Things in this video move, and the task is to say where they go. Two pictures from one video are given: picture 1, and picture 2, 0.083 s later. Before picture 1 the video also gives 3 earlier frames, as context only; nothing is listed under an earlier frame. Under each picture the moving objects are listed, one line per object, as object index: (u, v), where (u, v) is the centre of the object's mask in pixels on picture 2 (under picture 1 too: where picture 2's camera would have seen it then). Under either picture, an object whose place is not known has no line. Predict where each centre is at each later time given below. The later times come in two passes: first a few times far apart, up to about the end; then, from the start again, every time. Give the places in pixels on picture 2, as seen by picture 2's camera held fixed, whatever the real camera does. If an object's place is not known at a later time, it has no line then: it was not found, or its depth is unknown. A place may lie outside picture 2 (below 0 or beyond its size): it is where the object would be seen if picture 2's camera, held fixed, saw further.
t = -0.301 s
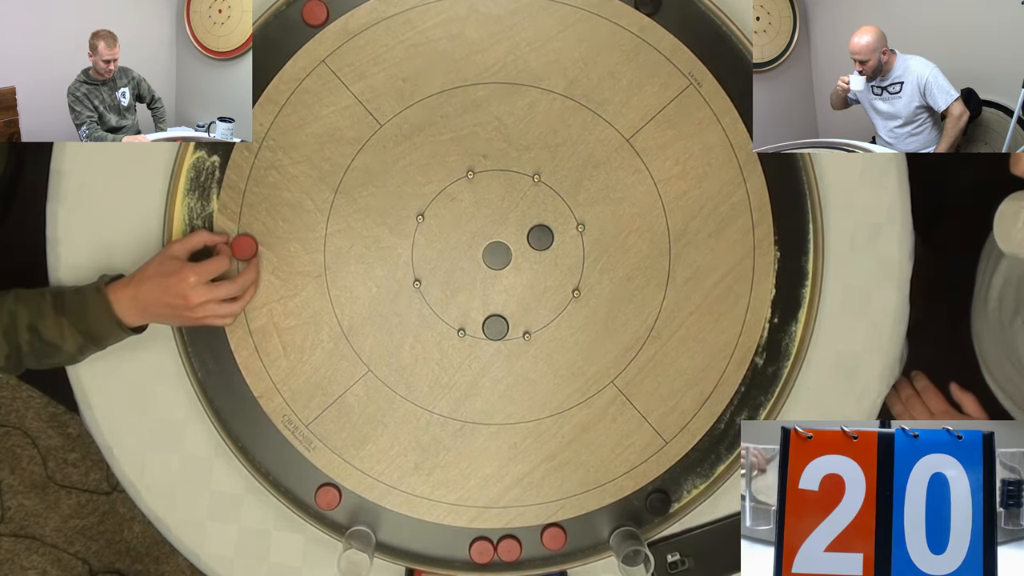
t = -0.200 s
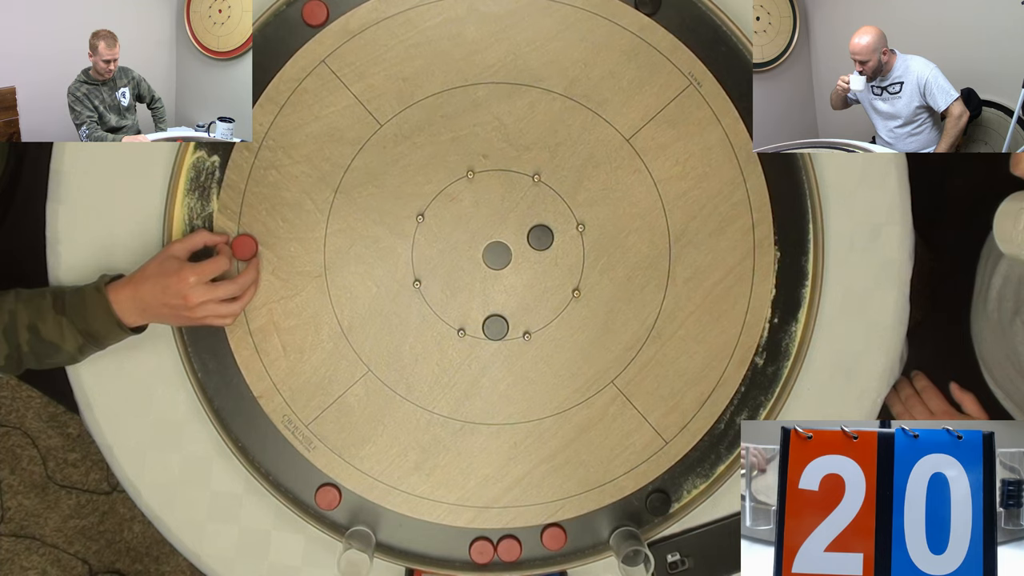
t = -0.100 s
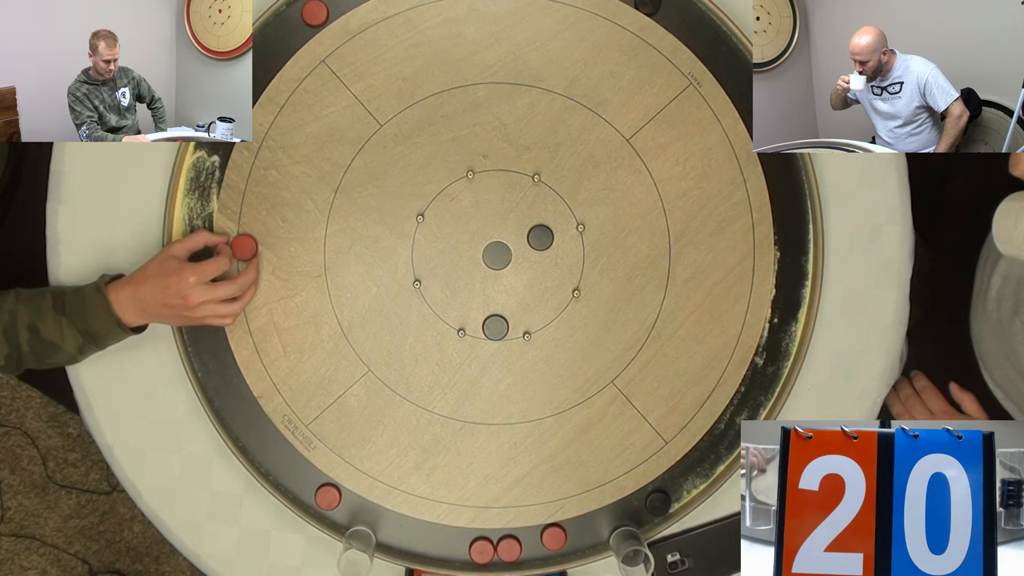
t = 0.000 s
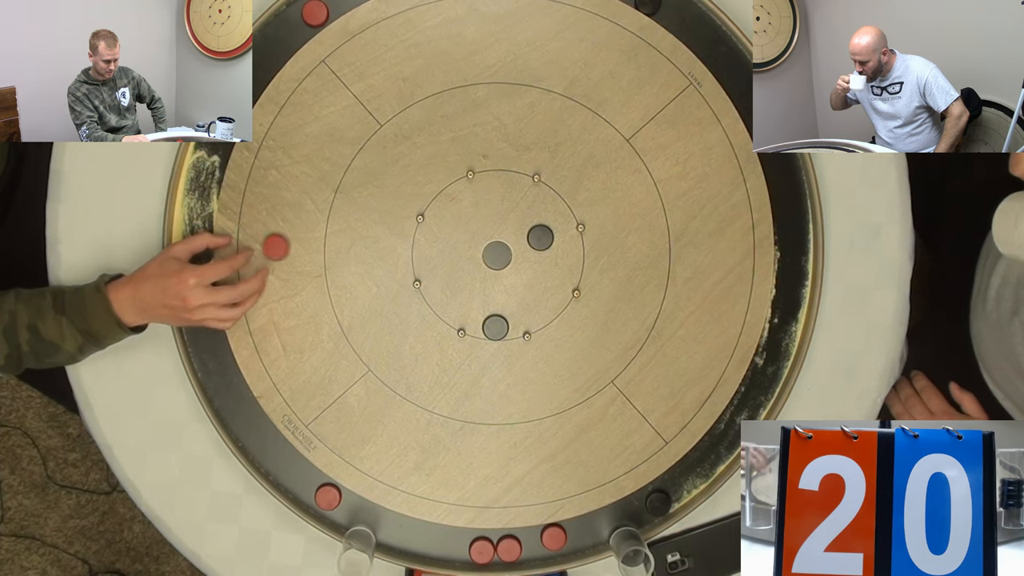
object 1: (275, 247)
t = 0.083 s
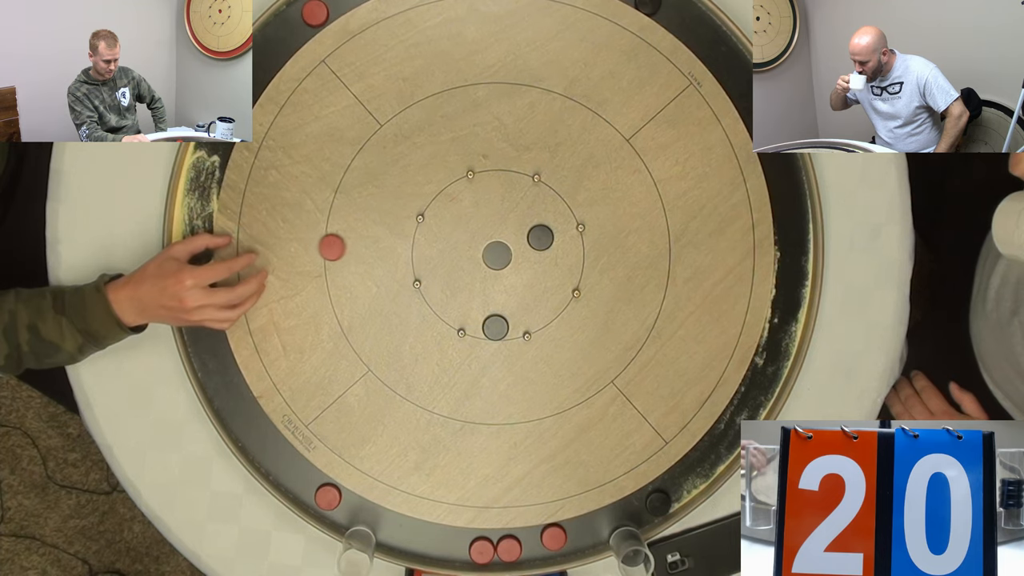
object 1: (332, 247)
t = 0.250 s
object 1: (430, 247)
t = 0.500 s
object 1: (519, 254)
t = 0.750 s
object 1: (533, 274)
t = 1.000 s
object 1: (537, 283)
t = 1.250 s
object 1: (537, 284)
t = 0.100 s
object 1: (342, 247)
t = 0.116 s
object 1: (353, 247)
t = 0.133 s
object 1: (363, 247)
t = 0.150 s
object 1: (374, 247)
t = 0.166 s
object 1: (384, 247)
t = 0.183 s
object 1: (393, 247)
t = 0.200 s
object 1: (403, 247)
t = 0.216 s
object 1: (412, 247)
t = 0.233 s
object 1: (421, 247)
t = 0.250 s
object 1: (430, 247)
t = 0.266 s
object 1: (438, 247)
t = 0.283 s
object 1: (447, 247)
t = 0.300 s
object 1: (454, 247)
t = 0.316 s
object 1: (462, 247)
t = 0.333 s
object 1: (470, 246)
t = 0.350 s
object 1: (477, 246)
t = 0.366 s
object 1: (484, 246)
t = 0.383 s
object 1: (492, 247)
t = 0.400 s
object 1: (498, 247)
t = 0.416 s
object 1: (505, 247)
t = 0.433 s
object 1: (511, 248)
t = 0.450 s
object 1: (516, 249)
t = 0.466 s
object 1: (517, 250)
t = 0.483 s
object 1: (518, 252)
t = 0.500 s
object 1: (519, 254)
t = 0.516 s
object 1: (520, 256)
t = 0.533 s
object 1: (521, 257)
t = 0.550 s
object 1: (522, 259)
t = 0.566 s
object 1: (523, 260)
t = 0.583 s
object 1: (524, 262)
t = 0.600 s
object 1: (525, 263)
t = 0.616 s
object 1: (526, 265)
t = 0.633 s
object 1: (527, 266)
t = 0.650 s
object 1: (528, 267)
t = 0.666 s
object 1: (529, 268)
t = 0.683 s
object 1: (530, 269)
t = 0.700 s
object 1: (531, 270)
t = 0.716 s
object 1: (531, 271)
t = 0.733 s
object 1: (532, 273)
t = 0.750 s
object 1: (533, 274)
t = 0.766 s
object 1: (533, 275)
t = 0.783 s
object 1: (534, 275)
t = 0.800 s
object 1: (535, 276)
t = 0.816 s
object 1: (535, 277)
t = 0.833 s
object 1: (536, 278)
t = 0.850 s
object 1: (536, 279)
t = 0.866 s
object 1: (536, 279)
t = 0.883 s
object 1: (537, 280)
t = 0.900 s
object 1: (537, 280)
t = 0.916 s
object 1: (537, 281)
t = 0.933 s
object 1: (537, 281)
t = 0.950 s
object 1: (537, 282)
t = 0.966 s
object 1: (537, 282)
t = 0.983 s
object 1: (537, 283)
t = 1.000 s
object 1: (537, 283)
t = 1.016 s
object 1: (537, 283)
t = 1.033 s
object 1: (537, 283)
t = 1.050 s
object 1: (537, 284)
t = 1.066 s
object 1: (537, 284)
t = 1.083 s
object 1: (537, 284)
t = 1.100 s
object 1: (537, 284)
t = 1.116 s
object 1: (537, 284)
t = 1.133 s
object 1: (537, 284)
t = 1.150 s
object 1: (537, 284)
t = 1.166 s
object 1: (537, 284)
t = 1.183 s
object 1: (537, 284)
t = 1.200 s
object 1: (537, 284)
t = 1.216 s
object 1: (537, 284)
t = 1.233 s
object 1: (538, 284)
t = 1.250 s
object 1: (537, 284)
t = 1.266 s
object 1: (537, 284)
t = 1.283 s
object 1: (537, 284)
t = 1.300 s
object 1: (538, 284)
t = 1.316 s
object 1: (537, 284)
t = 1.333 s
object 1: (537, 284)
